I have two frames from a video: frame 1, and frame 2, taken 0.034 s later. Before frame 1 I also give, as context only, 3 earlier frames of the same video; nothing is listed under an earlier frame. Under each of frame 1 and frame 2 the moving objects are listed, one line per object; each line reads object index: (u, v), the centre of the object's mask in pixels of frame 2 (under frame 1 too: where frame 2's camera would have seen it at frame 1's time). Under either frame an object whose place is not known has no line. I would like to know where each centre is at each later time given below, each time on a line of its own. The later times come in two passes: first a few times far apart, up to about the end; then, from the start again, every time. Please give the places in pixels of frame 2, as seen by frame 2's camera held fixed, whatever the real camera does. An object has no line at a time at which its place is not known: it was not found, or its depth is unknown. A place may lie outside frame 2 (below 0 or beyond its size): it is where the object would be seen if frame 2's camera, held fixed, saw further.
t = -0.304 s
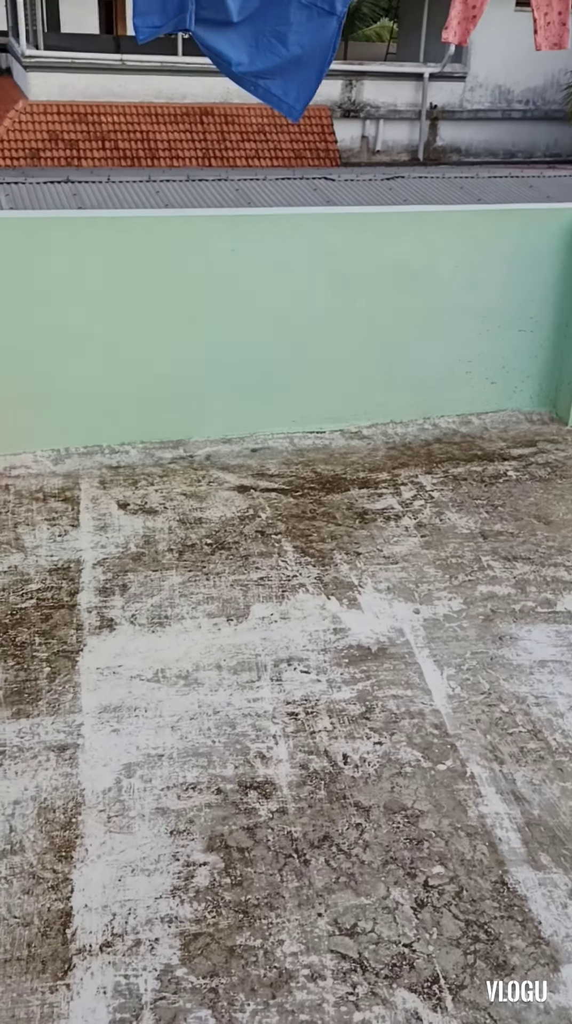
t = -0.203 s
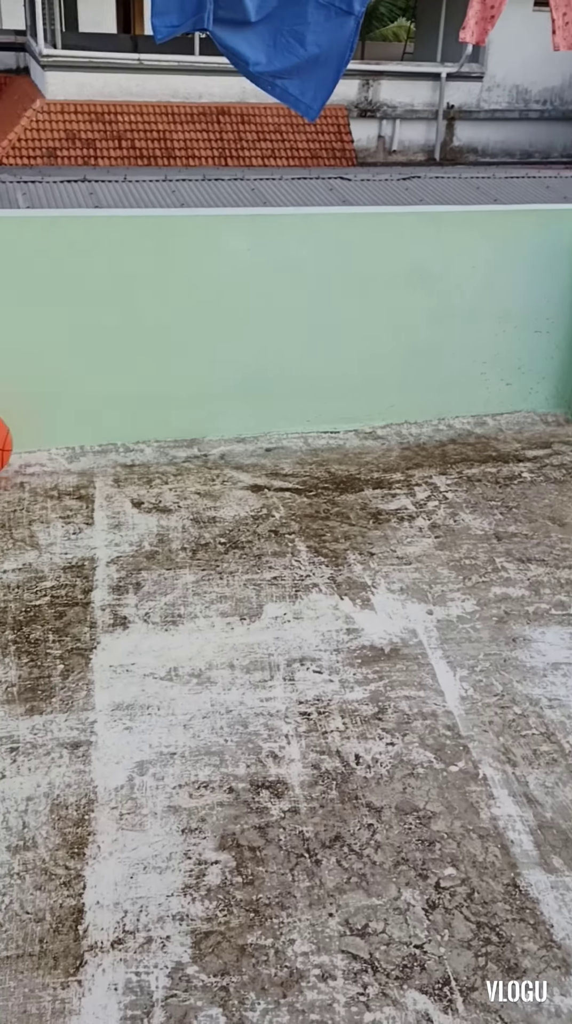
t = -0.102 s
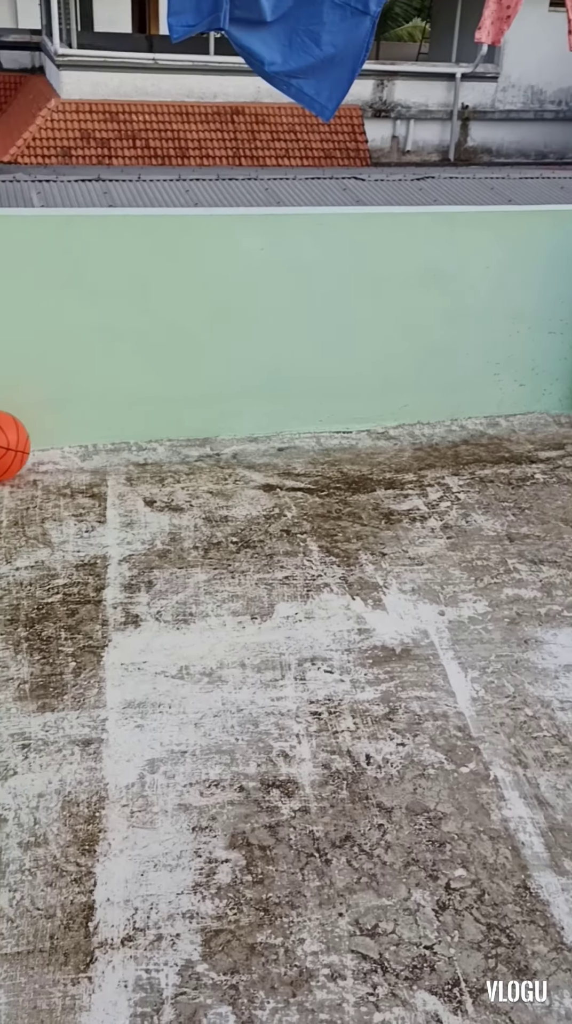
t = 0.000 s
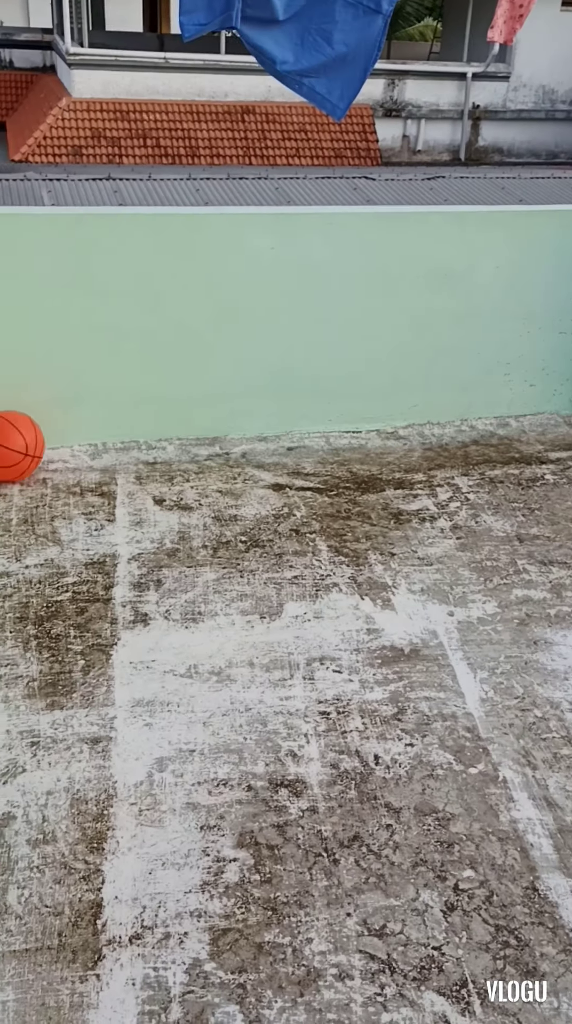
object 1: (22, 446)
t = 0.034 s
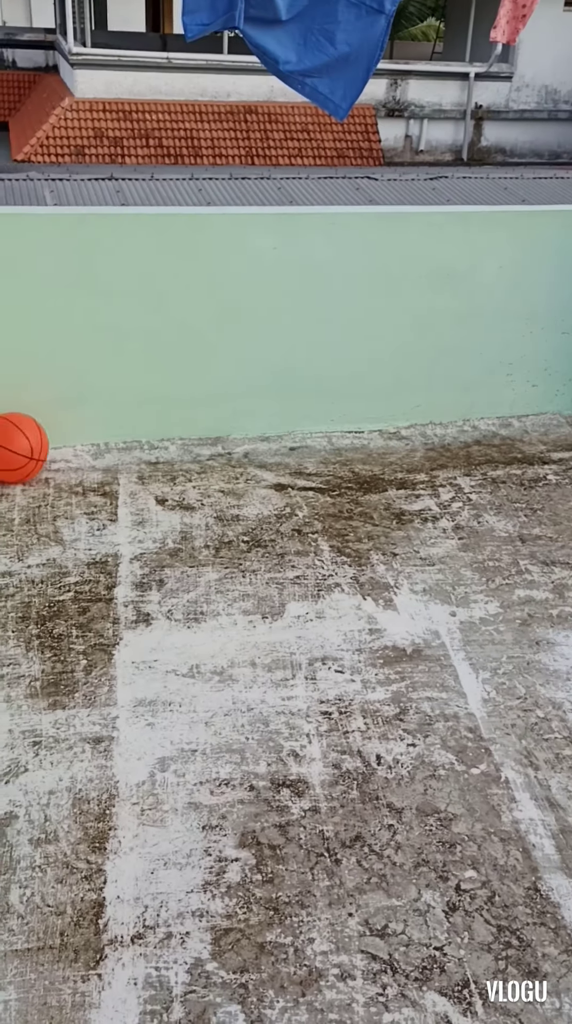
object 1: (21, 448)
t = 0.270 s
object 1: (26, 452)
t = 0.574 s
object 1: (52, 457)
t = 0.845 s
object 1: (81, 461)
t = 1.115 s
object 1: (112, 466)
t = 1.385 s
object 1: (143, 473)
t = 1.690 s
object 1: (173, 475)
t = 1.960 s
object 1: (193, 473)
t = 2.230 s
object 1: (204, 468)
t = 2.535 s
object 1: (211, 458)
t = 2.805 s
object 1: (213, 446)
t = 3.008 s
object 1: (214, 437)
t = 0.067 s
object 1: (21, 448)
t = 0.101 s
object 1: (21, 448)
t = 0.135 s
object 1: (21, 449)
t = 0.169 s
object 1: (22, 449)
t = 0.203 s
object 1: (23, 451)
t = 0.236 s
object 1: (24, 450)
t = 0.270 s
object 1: (26, 452)
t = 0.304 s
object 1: (29, 452)
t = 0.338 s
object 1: (32, 453)
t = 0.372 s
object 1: (34, 453)
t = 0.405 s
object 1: (37, 454)
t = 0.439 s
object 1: (40, 454)
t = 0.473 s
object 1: (43, 455)
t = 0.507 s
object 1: (46, 455)
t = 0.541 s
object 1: (49, 456)
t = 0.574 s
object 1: (52, 457)
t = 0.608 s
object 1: (55, 457)
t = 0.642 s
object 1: (59, 458)
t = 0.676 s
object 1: (62, 458)
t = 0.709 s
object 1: (66, 459)
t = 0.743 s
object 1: (70, 460)
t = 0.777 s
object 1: (73, 460)
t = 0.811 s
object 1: (77, 461)
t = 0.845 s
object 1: (81, 461)
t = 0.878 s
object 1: (85, 461)
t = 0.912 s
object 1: (89, 462)
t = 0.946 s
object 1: (93, 462)
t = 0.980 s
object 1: (96, 463)
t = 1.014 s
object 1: (100, 464)
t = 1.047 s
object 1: (104, 464)
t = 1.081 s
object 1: (108, 465)
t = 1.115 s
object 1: (112, 466)
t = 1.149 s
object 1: (116, 467)
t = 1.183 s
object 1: (120, 467)
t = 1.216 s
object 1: (124, 468)
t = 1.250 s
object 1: (128, 469)
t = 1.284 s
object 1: (131, 470)
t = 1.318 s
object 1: (136, 471)
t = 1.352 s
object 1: (139, 472)
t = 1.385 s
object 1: (143, 473)
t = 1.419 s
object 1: (147, 473)
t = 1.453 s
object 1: (150, 473)
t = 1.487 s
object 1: (154, 474)
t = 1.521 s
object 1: (157, 474)
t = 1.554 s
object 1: (161, 474)
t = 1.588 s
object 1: (164, 475)
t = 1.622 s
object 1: (167, 475)
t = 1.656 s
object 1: (170, 475)
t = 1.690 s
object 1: (173, 475)
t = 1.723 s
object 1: (176, 475)
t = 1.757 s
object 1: (178, 475)
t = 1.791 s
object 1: (181, 475)
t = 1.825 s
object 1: (184, 475)
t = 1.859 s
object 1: (186, 475)
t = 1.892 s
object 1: (188, 474)
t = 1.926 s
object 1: (190, 474)
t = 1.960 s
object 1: (193, 473)
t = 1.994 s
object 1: (194, 473)
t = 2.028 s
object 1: (196, 472)
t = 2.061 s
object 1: (198, 472)
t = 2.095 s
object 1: (199, 471)
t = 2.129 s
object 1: (201, 470)
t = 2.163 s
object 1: (202, 470)
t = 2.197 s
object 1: (203, 469)
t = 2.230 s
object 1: (204, 468)
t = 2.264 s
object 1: (205, 467)
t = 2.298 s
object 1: (206, 467)
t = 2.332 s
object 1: (207, 466)
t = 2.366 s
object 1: (207, 465)
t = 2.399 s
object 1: (208, 463)
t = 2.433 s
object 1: (209, 462)
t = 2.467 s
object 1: (209, 461)
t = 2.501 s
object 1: (210, 459)
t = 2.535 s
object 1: (211, 458)
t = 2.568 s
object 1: (211, 457)
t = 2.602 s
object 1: (212, 456)
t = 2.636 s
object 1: (212, 454)
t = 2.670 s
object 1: (212, 453)
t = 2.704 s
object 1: (213, 451)
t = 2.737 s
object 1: (213, 450)
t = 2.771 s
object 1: (213, 448)
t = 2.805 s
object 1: (213, 446)
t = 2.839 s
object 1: (213, 444)
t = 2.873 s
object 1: (214, 443)
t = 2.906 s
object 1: (214, 442)
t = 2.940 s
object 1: (214, 440)
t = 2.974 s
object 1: (214, 438)
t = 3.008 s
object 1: (214, 437)
